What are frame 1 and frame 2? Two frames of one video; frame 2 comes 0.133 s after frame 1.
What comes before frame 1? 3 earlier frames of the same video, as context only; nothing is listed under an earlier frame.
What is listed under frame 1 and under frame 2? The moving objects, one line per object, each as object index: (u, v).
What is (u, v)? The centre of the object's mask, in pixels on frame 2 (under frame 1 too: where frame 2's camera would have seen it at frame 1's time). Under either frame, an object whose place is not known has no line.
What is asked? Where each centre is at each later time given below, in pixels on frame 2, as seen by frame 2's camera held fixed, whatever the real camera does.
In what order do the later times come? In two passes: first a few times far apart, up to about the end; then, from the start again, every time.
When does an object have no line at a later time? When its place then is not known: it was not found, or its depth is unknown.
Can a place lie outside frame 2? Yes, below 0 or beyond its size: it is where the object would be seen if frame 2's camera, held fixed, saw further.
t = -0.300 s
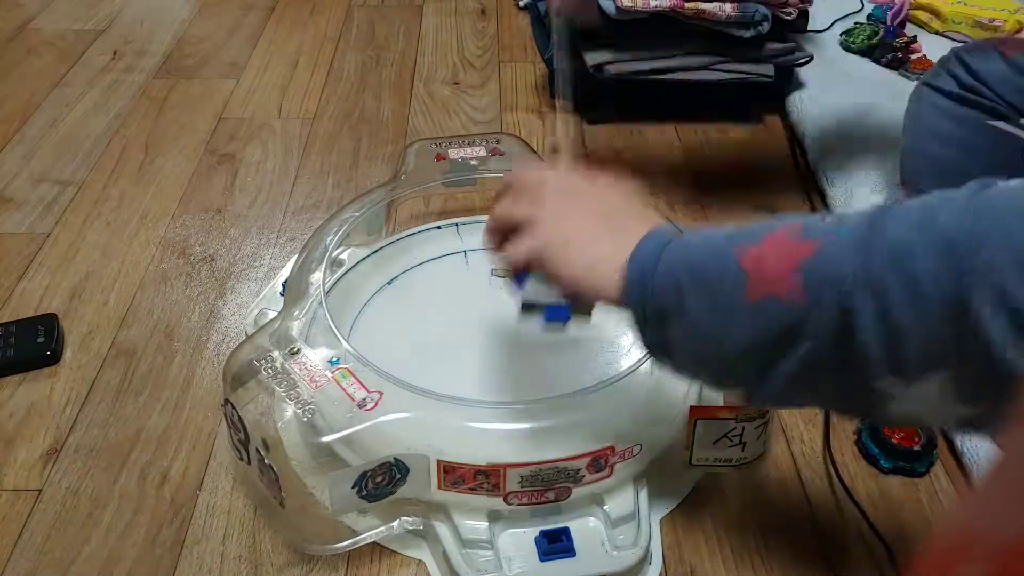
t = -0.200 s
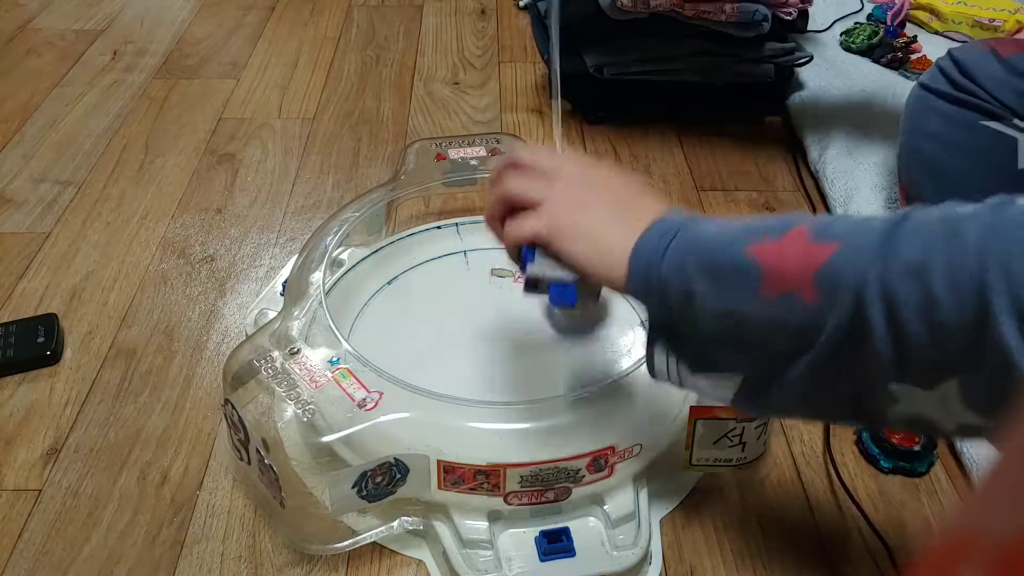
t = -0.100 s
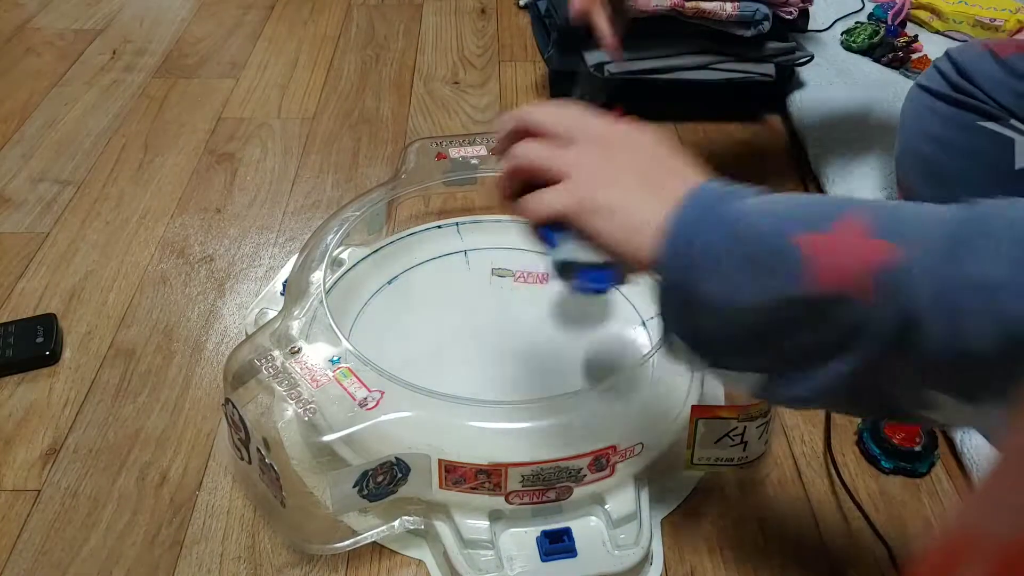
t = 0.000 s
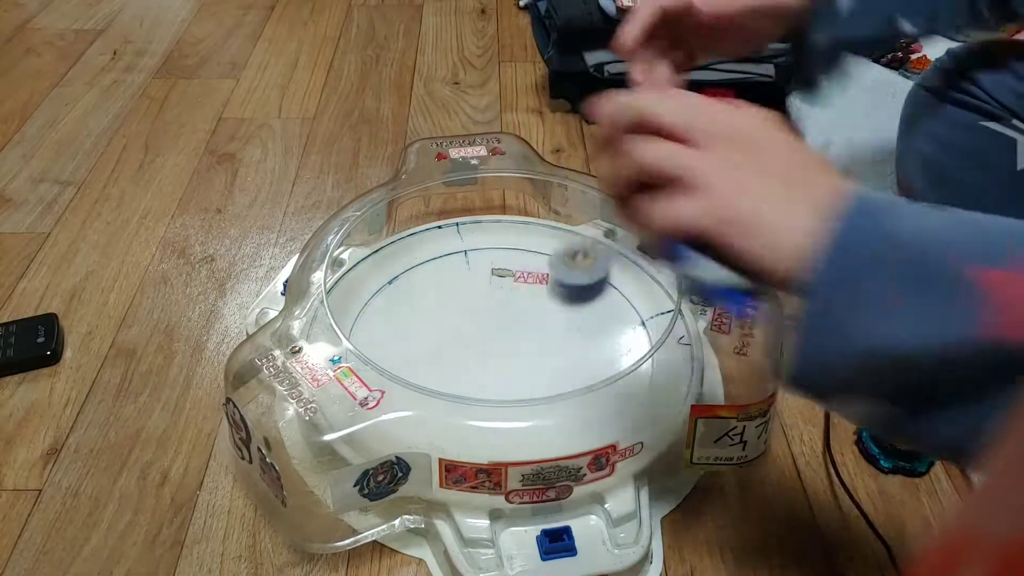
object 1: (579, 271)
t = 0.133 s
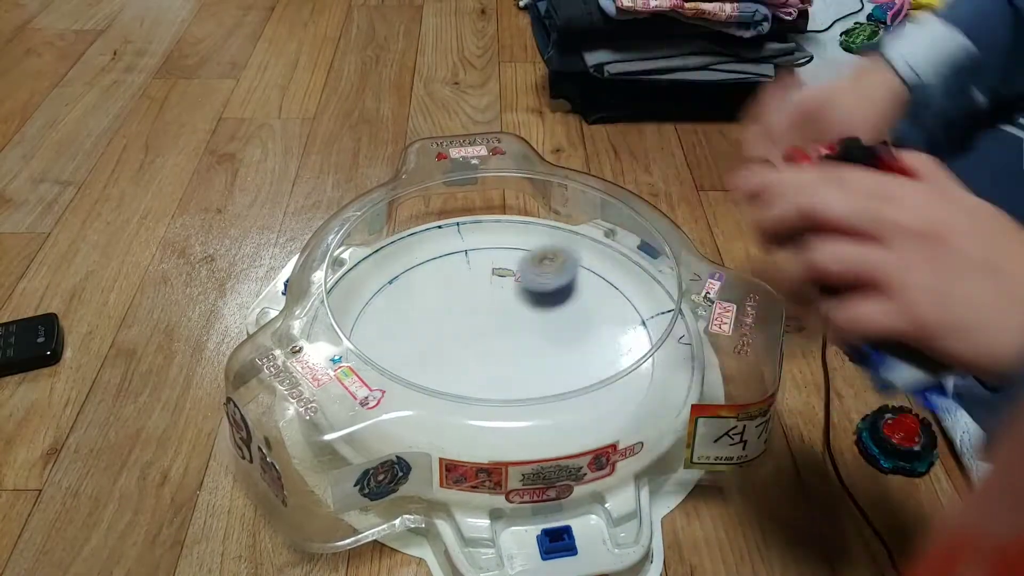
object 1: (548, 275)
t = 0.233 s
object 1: (520, 295)
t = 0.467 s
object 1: (465, 359)
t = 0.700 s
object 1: (461, 371)
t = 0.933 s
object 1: (520, 318)
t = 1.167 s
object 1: (619, 285)
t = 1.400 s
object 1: (619, 402)
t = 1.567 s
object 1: (471, 443)
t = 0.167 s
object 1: (539, 280)
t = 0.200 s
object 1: (529, 288)
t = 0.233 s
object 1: (520, 295)
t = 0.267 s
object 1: (510, 305)
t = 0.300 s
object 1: (502, 315)
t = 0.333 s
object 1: (493, 326)
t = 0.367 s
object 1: (485, 334)
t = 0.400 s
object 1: (478, 345)
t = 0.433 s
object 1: (471, 352)
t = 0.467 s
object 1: (465, 359)
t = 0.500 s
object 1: (460, 363)
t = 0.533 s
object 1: (457, 371)
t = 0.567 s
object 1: (454, 373)
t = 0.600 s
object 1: (453, 377)
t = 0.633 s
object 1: (455, 376)
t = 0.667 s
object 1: (457, 376)
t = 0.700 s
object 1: (461, 371)
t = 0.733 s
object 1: (467, 365)
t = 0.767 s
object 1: (474, 359)
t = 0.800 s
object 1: (482, 353)
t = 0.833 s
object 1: (491, 345)
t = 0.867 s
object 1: (501, 337)
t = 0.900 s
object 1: (510, 328)
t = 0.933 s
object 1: (520, 318)
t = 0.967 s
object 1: (529, 309)
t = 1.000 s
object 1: (543, 298)
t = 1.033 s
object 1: (556, 290)
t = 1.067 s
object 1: (572, 283)
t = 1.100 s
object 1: (587, 282)
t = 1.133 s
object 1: (603, 281)
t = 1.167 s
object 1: (619, 285)
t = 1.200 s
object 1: (633, 293)
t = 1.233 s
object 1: (644, 305)
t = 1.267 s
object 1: (650, 322)
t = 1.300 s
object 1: (652, 341)
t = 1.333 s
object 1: (646, 360)
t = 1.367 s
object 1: (637, 382)
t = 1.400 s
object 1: (619, 402)
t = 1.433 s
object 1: (595, 416)
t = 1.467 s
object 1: (567, 429)
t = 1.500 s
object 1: (535, 436)
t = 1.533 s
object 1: (500, 439)
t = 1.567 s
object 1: (471, 443)
